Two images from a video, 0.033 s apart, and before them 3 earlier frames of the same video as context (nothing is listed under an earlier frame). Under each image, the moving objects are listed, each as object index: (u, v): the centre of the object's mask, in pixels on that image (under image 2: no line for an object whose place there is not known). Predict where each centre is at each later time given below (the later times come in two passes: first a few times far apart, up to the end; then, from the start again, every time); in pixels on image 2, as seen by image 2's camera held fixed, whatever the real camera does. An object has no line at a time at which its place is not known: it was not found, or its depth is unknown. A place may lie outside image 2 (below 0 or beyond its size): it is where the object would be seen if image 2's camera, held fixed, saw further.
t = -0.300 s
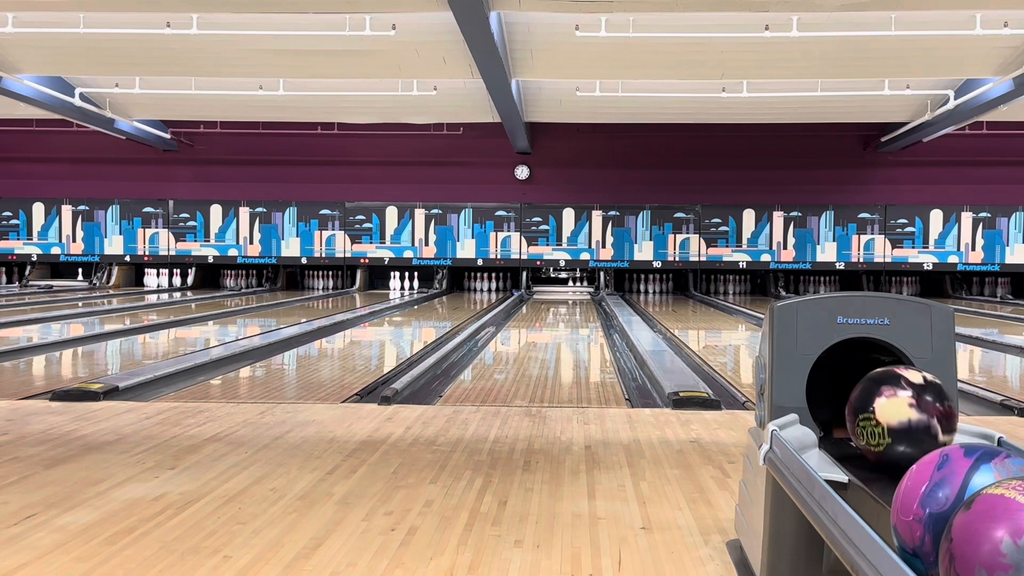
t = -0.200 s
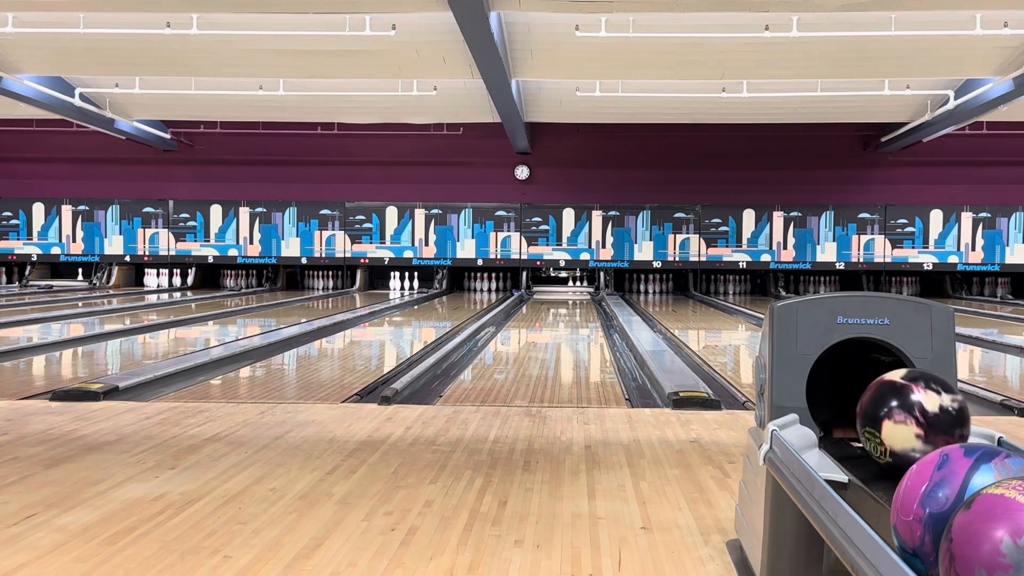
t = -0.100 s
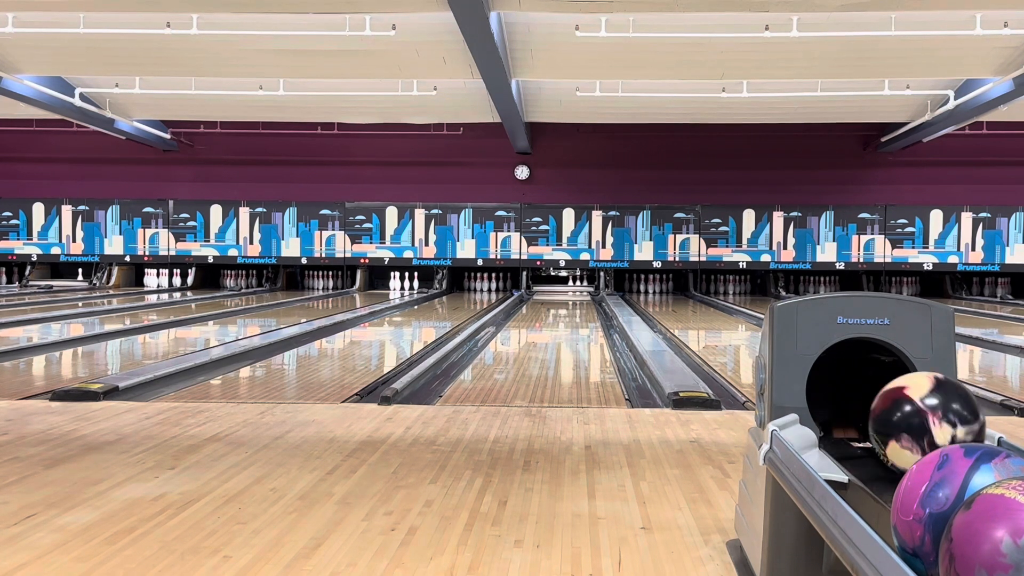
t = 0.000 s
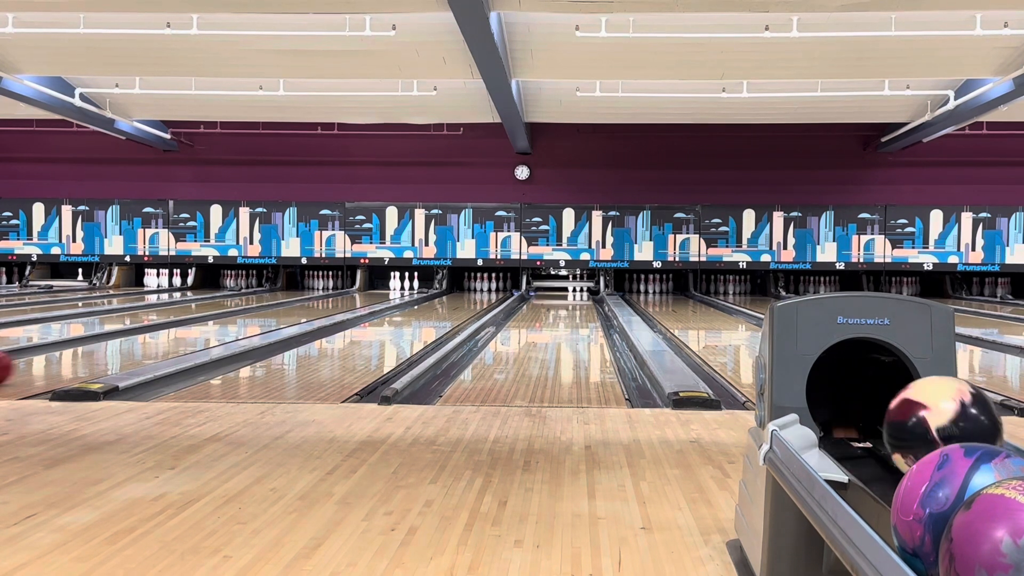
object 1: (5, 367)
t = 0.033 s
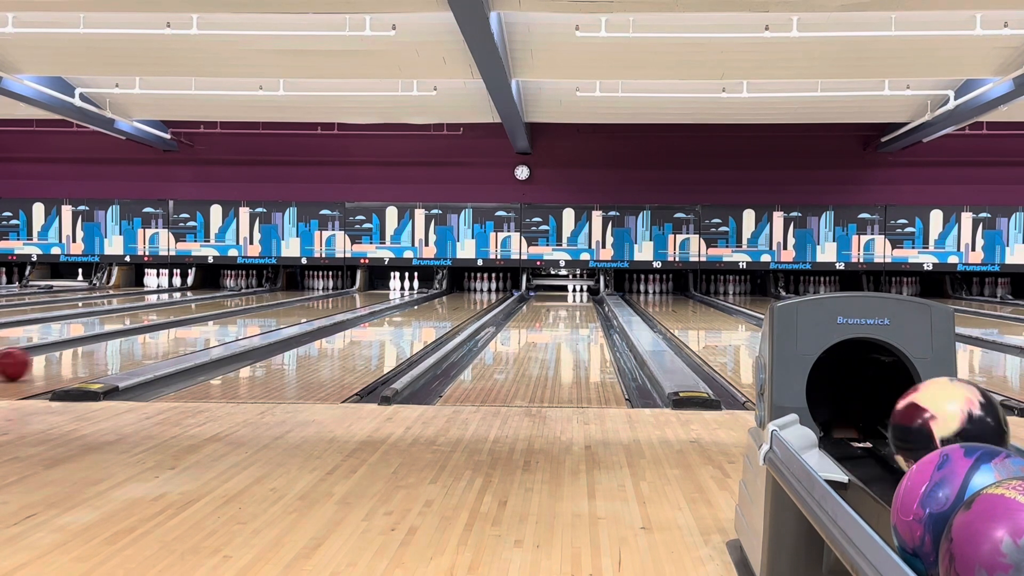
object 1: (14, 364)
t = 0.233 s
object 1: (98, 346)
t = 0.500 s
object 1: (177, 328)
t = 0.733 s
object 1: (226, 317)
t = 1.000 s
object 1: (267, 309)
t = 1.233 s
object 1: (296, 303)
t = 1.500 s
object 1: (321, 298)
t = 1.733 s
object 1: (340, 294)
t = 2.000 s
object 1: (357, 291)
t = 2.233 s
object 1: (370, 288)
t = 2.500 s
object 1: (382, 285)
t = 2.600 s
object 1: (385, 285)
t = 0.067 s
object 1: (29, 360)
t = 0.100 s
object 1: (44, 357)
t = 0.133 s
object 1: (58, 354)
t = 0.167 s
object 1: (73, 351)
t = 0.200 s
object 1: (86, 348)
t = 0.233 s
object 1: (98, 346)
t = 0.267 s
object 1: (110, 343)
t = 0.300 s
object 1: (121, 340)
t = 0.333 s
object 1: (132, 338)
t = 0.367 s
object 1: (141, 336)
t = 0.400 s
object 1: (150, 334)
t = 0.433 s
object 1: (160, 332)
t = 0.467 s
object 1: (169, 330)
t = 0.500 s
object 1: (177, 328)
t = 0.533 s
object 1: (185, 326)
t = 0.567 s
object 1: (192, 324)
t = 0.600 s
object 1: (199, 323)
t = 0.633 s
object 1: (207, 322)
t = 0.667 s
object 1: (214, 320)
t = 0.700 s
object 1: (220, 319)
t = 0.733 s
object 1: (226, 317)
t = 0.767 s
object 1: (232, 316)
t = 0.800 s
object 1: (238, 315)
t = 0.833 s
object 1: (243, 314)
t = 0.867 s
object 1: (248, 313)
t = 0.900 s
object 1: (254, 312)
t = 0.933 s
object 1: (259, 311)
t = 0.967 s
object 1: (263, 310)
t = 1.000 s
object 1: (267, 309)
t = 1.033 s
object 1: (273, 308)
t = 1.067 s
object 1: (277, 307)
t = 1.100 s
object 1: (281, 306)
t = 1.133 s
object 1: (285, 306)
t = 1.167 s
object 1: (289, 305)
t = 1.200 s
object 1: (292, 304)
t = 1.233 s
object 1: (296, 303)
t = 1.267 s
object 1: (299, 302)
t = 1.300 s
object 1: (303, 302)
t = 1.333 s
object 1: (306, 301)
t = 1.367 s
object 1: (310, 300)
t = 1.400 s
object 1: (312, 300)
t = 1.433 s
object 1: (316, 299)
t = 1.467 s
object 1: (318, 298)
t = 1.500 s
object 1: (321, 298)
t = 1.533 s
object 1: (324, 297)
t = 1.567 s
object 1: (327, 297)
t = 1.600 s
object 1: (330, 296)
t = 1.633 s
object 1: (333, 296)
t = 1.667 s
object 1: (335, 295)
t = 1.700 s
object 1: (338, 295)
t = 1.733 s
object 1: (340, 294)
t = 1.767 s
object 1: (343, 293)
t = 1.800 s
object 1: (345, 293)
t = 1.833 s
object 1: (347, 292)
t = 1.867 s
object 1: (349, 292)
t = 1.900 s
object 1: (351, 292)
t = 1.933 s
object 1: (353, 291)
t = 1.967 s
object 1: (355, 291)
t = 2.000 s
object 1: (357, 291)
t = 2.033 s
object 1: (359, 290)
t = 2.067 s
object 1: (361, 290)
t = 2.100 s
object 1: (363, 289)
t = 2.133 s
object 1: (364, 289)
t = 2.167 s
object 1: (367, 289)
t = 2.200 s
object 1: (368, 288)
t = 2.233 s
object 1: (370, 288)
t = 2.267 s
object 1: (372, 288)
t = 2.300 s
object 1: (373, 287)
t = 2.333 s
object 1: (375, 287)
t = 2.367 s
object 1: (376, 287)
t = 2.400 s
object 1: (377, 286)
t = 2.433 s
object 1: (379, 286)
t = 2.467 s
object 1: (381, 286)
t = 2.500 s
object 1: (382, 285)
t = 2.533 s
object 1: (383, 285)
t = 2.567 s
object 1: (384, 285)
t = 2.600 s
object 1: (385, 285)
